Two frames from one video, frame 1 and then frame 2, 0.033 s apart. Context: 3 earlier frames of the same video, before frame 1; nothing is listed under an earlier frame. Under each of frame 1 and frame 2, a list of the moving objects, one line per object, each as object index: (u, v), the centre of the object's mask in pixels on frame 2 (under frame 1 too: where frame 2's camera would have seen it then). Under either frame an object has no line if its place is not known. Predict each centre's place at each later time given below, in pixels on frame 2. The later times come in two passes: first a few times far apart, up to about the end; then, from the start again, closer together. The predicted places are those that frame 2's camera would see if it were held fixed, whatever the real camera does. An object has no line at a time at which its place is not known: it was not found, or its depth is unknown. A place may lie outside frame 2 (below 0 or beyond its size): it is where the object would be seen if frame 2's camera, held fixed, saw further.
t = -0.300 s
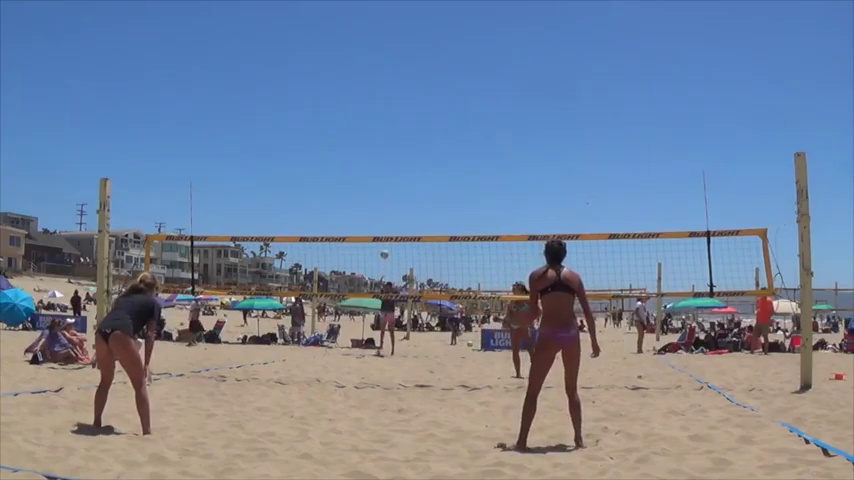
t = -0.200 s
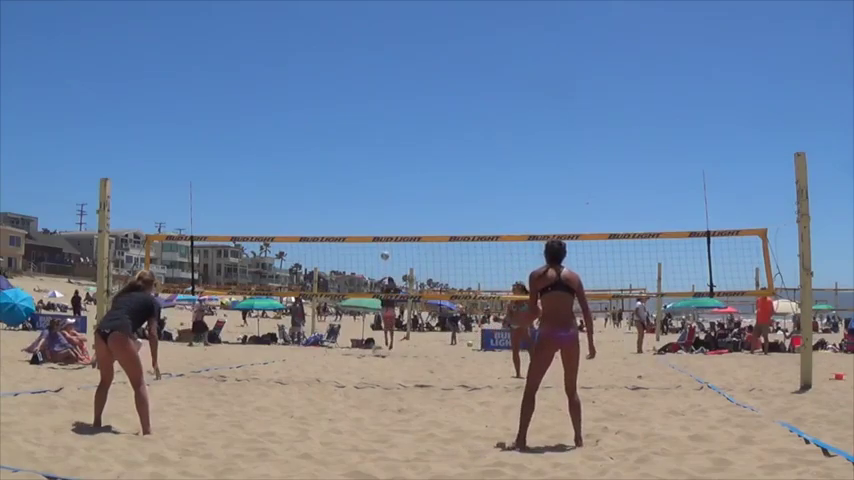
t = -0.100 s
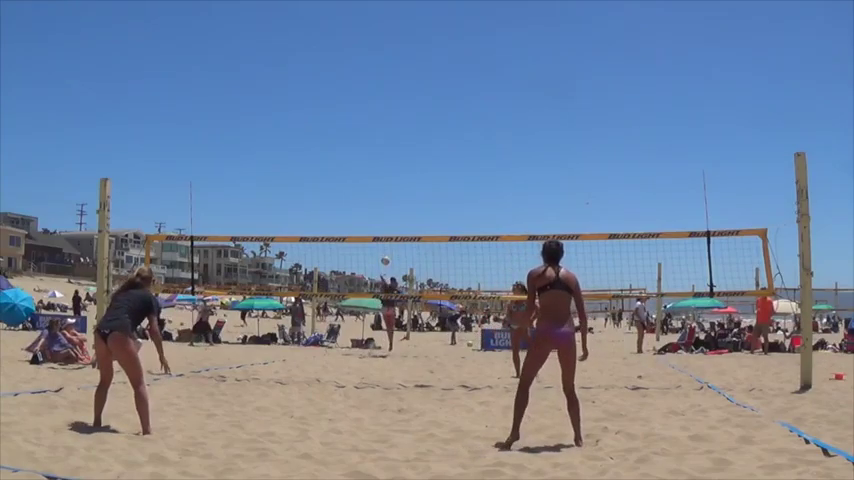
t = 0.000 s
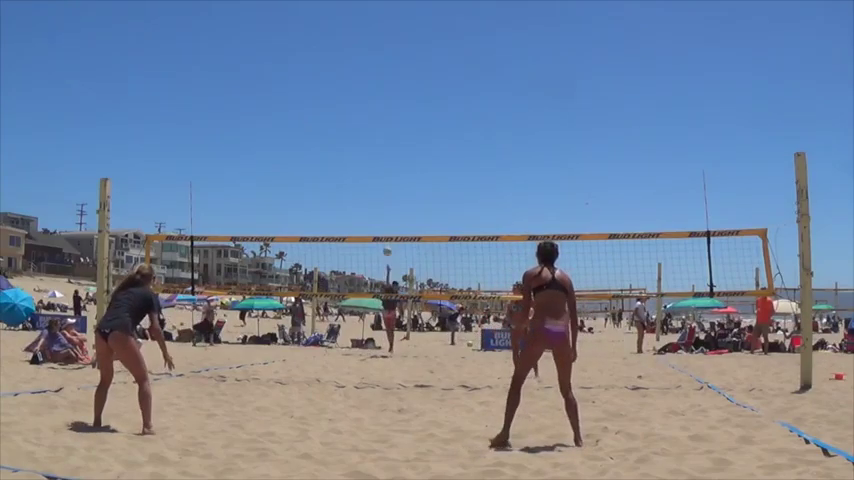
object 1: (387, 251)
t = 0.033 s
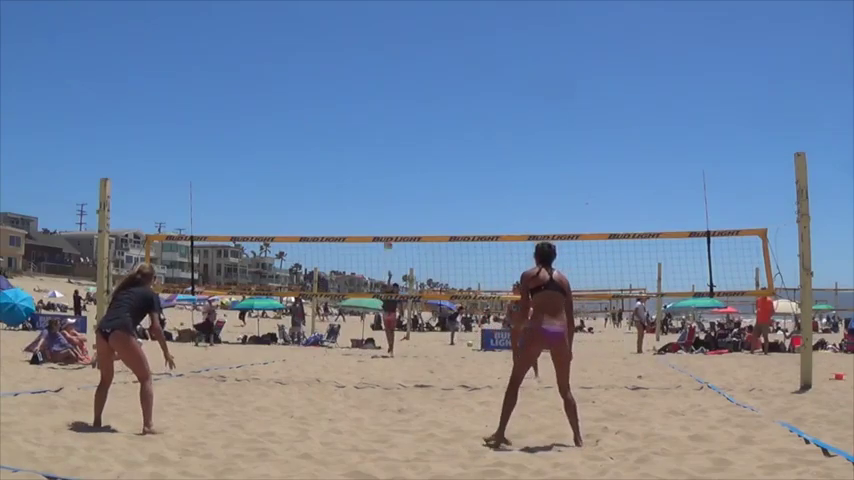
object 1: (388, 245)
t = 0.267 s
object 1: (394, 199)
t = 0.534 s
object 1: (406, 157)
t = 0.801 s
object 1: (412, 139)
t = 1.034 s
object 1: (414, 174)
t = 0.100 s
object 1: (389, 231)
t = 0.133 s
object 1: (391, 224)
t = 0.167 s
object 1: (392, 218)
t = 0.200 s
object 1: (393, 211)
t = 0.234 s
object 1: (393, 205)
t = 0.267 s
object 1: (394, 199)
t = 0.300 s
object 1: (396, 193)
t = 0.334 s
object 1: (397, 187)
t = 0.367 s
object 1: (399, 182)
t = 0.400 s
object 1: (400, 177)
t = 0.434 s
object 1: (401, 172)
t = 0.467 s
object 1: (403, 167)
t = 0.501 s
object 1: (404, 162)
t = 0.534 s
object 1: (406, 157)
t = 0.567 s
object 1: (407, 153)
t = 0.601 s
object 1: (408, 149)
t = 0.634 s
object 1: (409, 146)
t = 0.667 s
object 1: (410, 143)
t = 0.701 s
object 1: (410, 141)
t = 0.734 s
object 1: (411, 140)
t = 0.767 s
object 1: (411, 139)
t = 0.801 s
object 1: (412, 139)
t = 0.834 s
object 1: (412, 140)
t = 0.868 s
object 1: (412, 142)
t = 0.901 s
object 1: (412, 145)
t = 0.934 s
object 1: (413, 150)
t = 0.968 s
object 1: (413, 157)
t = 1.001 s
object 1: (413, 164)
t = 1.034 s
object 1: (414, 174)
